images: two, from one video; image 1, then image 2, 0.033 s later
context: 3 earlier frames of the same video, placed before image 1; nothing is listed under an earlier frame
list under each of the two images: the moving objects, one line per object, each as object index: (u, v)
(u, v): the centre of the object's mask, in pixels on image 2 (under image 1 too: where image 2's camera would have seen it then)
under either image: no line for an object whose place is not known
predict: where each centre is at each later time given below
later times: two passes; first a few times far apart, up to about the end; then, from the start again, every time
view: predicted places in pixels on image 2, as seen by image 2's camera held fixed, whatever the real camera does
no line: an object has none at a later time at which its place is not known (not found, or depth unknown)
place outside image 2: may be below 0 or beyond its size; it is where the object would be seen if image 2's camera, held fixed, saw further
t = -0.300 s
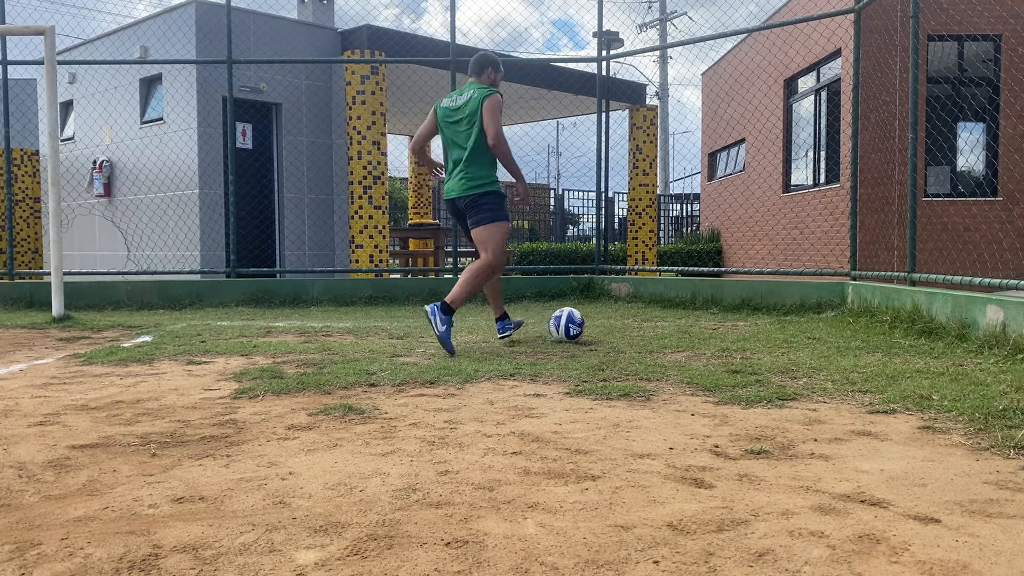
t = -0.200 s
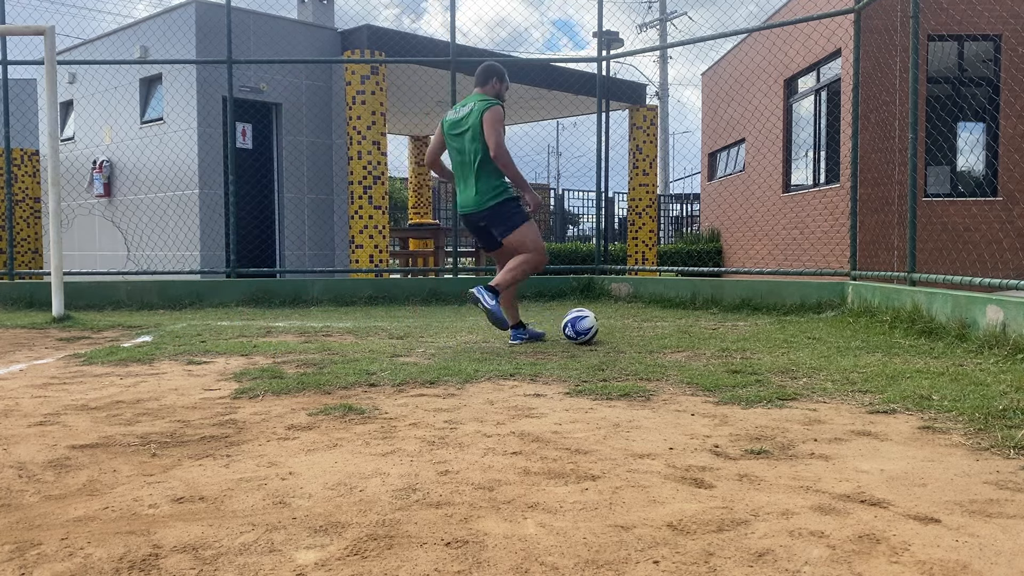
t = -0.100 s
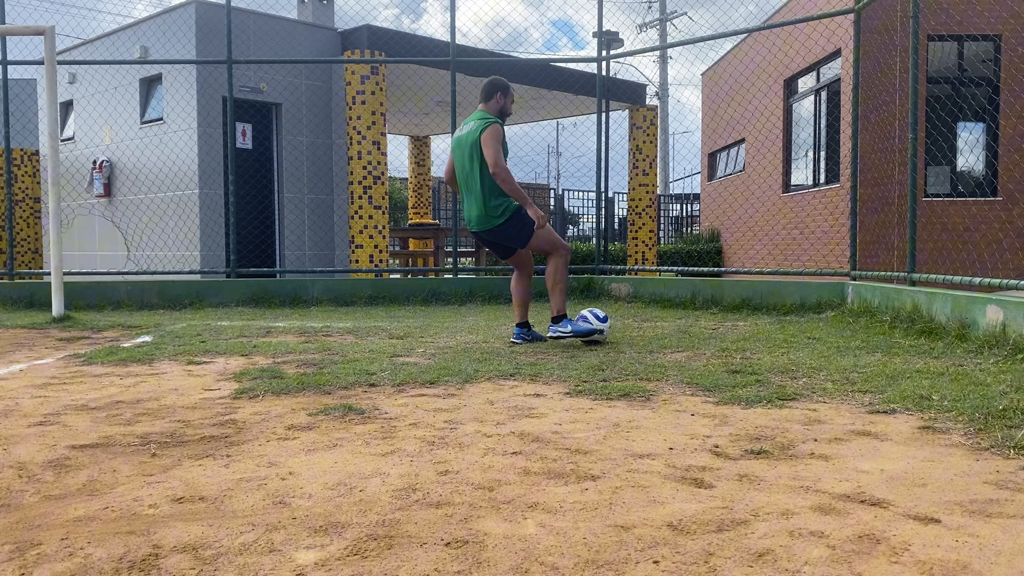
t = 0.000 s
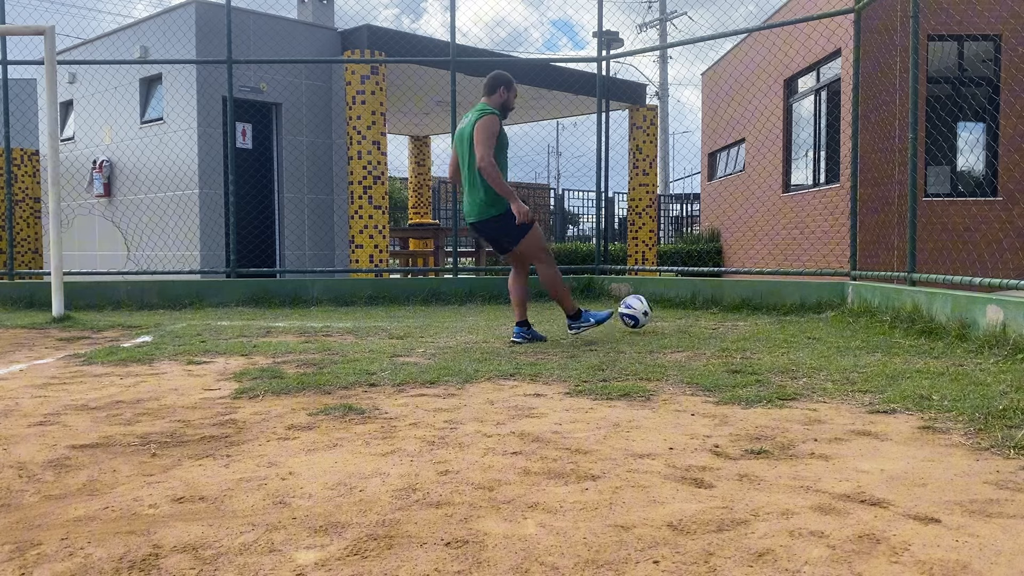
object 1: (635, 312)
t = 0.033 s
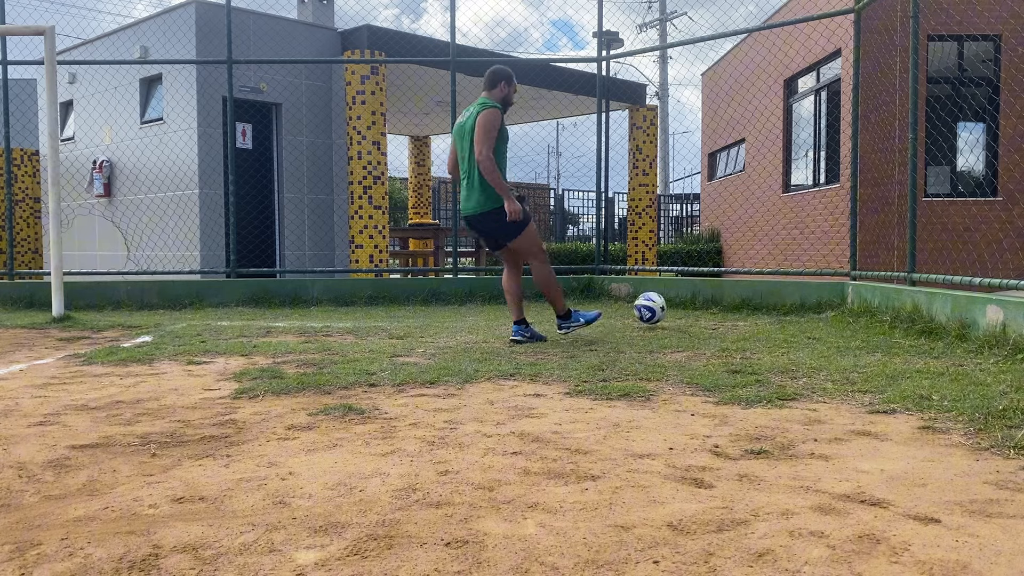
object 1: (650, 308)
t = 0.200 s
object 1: (707, 292)
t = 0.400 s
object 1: (640, 278)
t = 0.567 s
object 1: (550, 308)
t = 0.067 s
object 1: (664, 306)
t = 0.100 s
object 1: (677, 306)
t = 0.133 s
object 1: (689, 305)
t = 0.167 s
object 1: (698, 298)
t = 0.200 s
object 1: (707, 292)
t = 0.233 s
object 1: (716, 288)
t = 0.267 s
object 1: (702, 283)
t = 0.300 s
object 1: (687, 280)
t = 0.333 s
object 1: (672, 278)
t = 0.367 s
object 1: (656, 278)
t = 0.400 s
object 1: (640, 278)
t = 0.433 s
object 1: (623, 281)
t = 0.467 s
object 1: (605, 285)
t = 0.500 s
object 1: (588, 290)
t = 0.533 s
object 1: (569, 298)
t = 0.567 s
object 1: (550, 308)
